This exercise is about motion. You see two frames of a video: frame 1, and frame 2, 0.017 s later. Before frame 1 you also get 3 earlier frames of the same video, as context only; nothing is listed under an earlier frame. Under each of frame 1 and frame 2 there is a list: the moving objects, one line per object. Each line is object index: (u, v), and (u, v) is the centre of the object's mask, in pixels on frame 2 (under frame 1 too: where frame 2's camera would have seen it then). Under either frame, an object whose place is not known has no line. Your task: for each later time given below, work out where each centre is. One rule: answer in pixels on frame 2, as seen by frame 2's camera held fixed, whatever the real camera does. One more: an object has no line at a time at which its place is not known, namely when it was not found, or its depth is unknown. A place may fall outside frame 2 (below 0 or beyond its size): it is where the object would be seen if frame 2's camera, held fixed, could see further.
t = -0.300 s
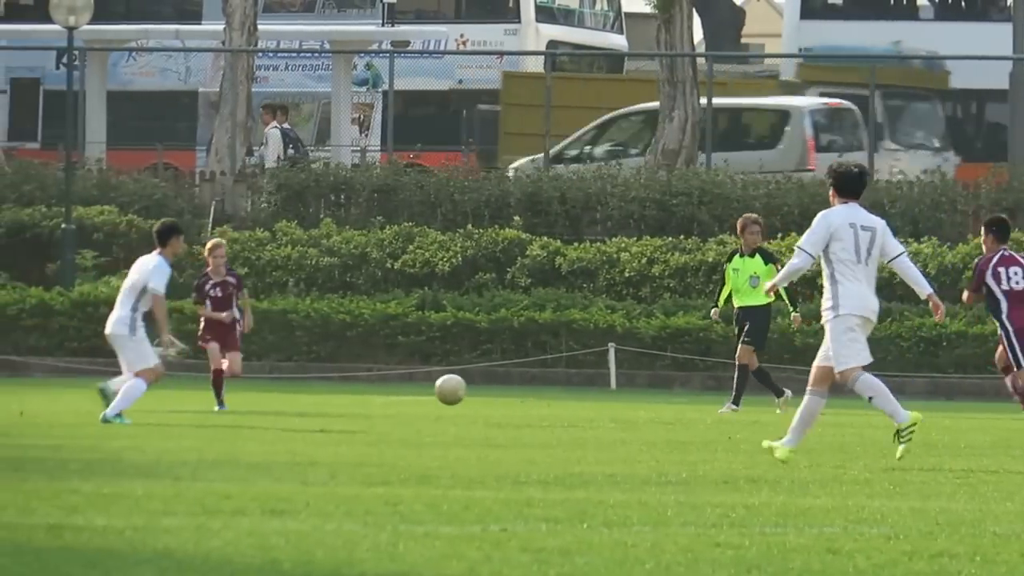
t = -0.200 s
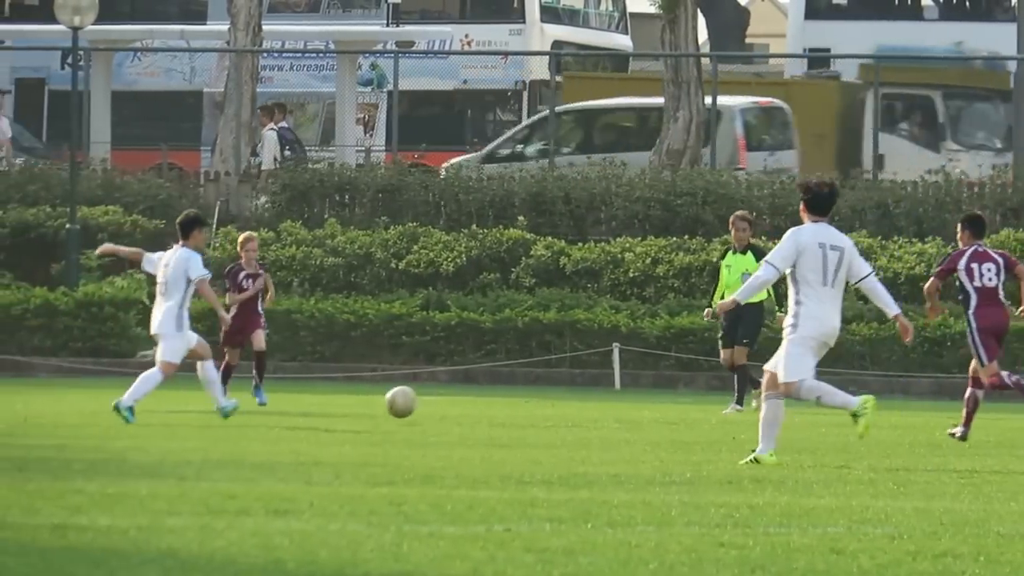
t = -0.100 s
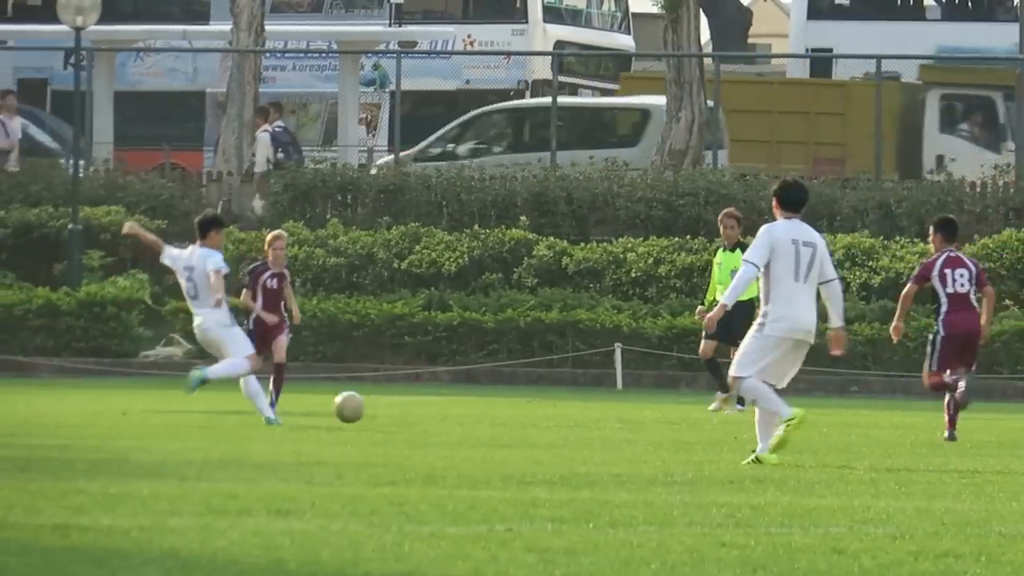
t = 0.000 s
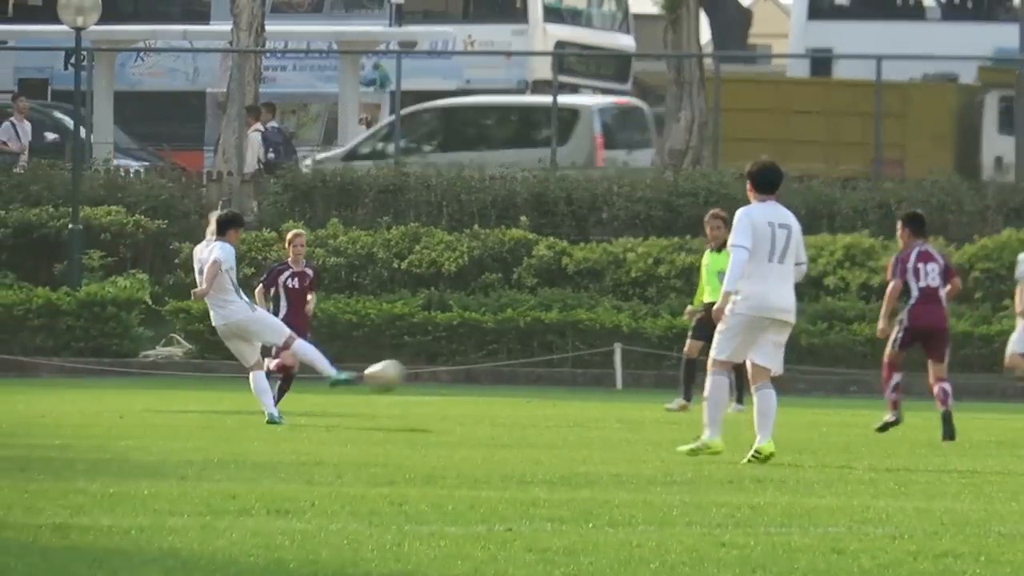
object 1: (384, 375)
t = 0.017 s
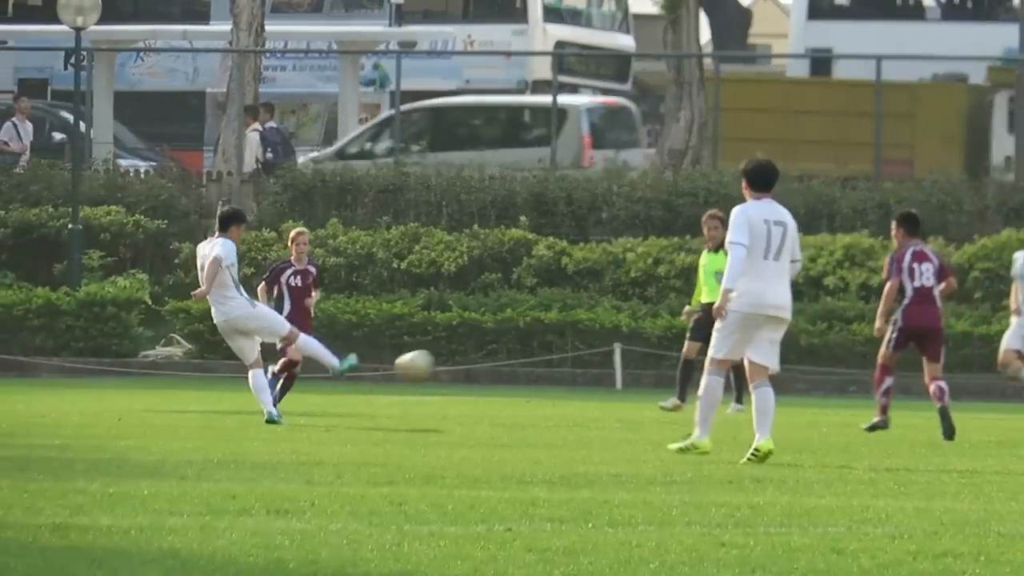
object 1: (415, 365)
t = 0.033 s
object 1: (445, 356)
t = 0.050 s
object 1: (474, 348)
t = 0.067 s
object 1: (502, 340)
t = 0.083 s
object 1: (530, 332)
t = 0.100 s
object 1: (557, 325)
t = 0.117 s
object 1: (583, 318)
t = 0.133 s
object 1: (610, 311)
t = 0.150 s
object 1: (637, 303)
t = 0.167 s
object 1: (661, 299)
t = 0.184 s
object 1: (682, 289)
